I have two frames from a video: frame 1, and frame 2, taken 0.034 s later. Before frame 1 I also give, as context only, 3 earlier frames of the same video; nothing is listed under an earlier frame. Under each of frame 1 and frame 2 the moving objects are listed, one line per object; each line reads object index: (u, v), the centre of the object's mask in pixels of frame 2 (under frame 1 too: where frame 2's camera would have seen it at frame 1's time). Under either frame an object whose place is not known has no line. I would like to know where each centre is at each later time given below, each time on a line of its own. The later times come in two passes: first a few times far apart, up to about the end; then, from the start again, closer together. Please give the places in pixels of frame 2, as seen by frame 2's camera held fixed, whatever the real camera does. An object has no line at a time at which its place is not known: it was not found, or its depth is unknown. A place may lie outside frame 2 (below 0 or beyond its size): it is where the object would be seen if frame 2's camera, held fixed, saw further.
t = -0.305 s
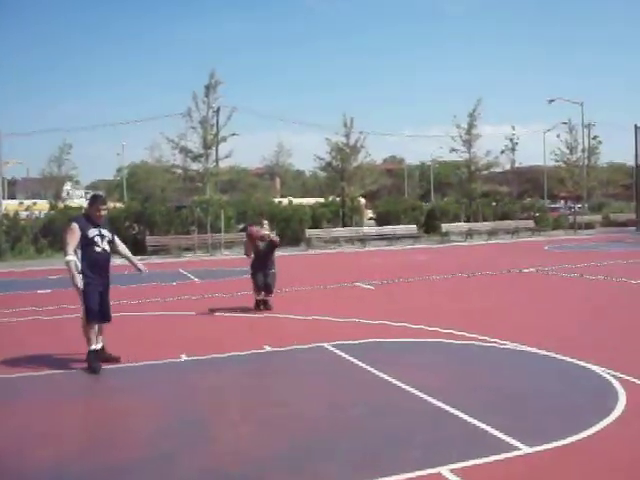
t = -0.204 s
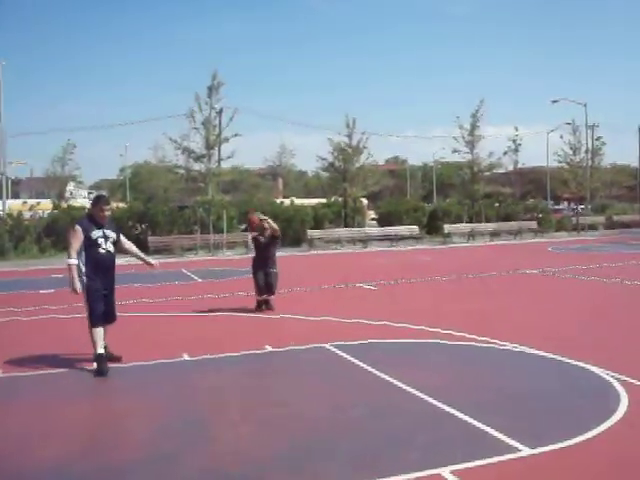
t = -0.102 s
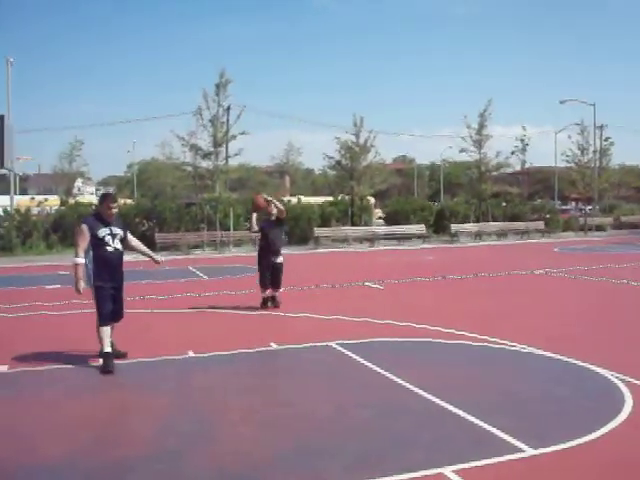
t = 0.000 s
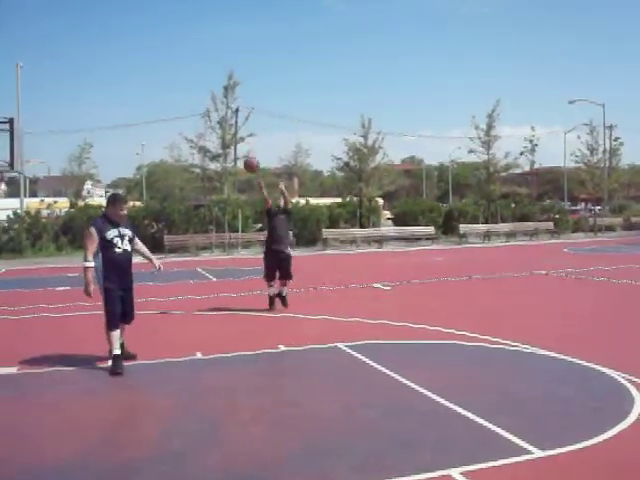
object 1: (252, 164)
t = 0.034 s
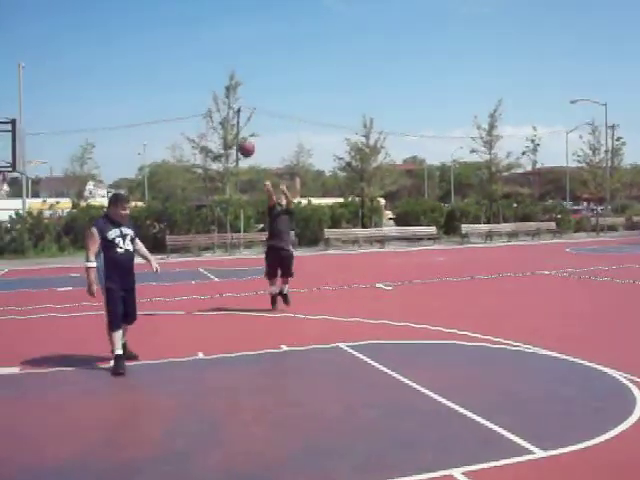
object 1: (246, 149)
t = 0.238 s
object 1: (201, 61)
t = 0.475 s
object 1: (136, -14)
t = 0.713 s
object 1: (50, -50)
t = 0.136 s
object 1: (224, 104)
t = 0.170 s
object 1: (217, 89)
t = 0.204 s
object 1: (209, 75)
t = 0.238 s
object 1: (201, 61)
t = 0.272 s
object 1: (192, 48)
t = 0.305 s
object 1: (184, 35)
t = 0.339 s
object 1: (175, 23)
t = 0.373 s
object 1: (165, 11)
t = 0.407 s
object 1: (156, 1)
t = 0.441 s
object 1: (146, -7)
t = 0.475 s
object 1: (136, -14)
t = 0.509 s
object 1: (126, -19)
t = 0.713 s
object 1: (50, -50)
